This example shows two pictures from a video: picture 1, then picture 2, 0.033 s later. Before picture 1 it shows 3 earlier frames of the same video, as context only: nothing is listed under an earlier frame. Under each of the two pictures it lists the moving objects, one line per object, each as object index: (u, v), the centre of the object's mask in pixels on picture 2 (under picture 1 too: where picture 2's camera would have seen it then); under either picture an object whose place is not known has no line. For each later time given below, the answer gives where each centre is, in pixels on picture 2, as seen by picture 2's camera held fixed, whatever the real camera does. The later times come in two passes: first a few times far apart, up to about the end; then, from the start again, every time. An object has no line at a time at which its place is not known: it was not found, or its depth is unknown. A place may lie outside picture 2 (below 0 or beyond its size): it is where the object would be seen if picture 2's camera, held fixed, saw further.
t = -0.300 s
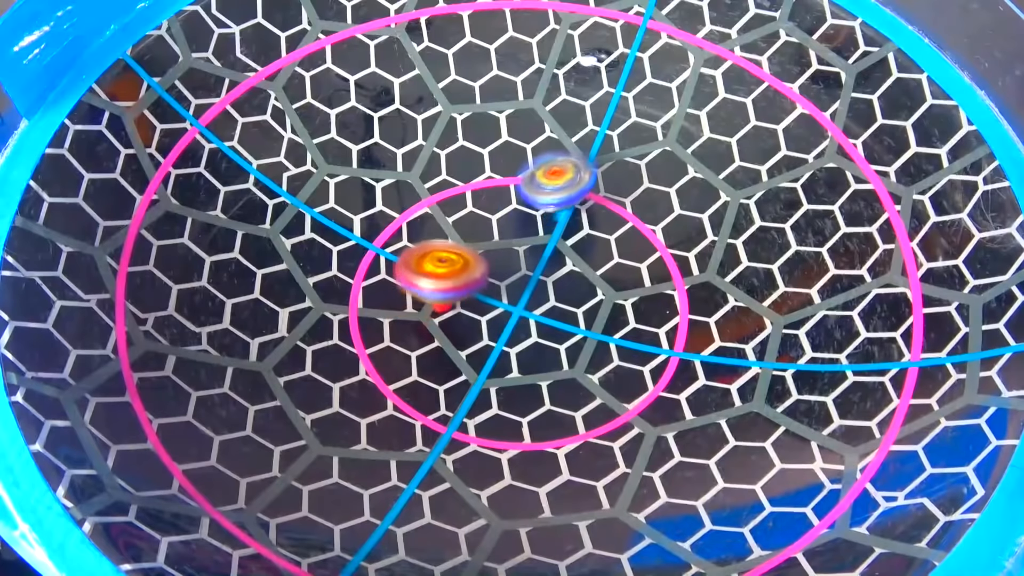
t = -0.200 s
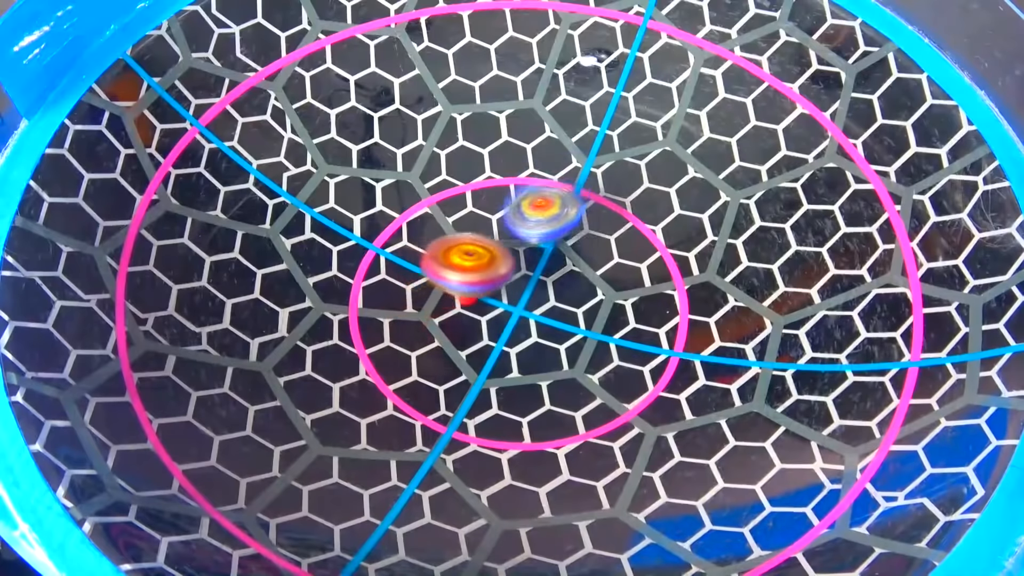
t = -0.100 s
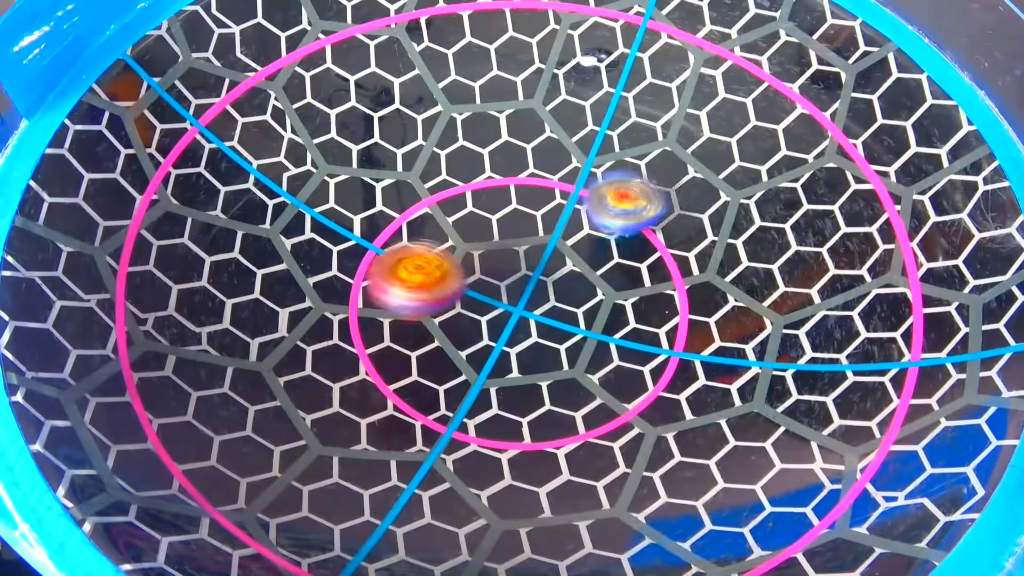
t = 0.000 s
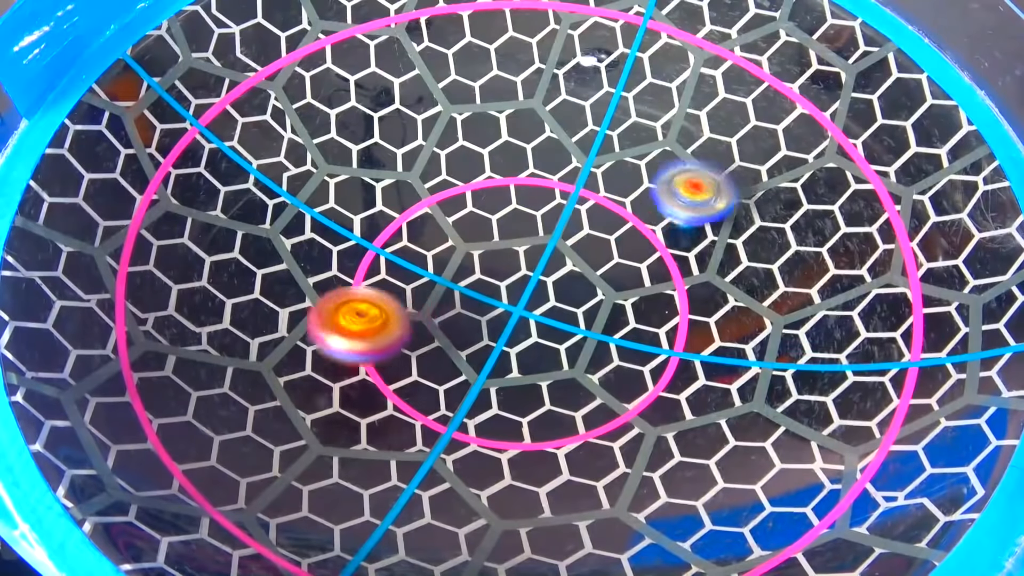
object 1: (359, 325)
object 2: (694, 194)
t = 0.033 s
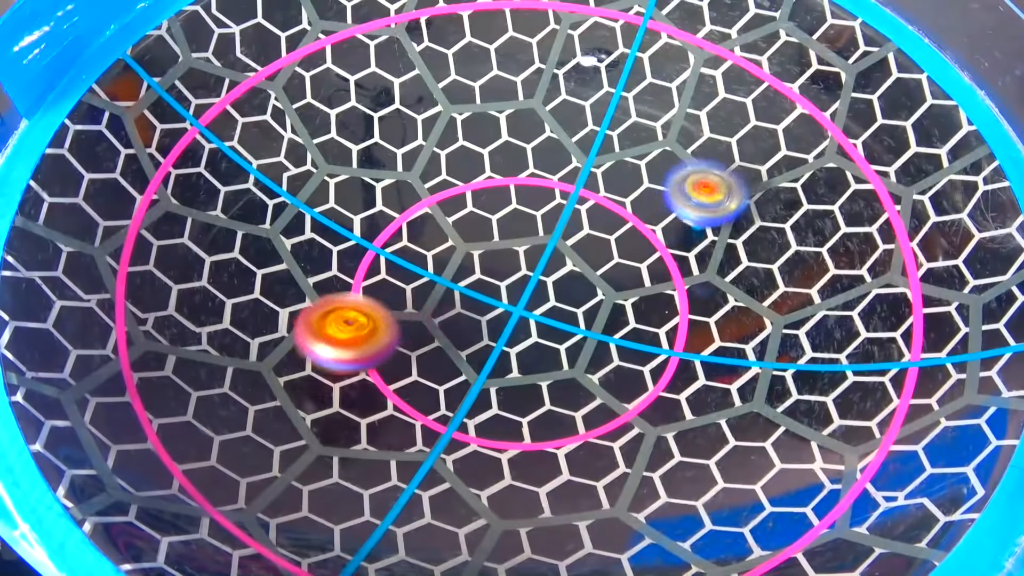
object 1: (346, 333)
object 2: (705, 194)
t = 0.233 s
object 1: (363, 373)
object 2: (653, 237)
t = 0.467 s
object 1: (468, 330)
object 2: (534, 241)
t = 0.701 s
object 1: (414, 258)
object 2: (564, 134)
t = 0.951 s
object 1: (378, 178)
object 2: (540, 196)
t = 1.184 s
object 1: (184, 175)
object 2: (874, 290)
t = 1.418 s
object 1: (415, 356)
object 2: (738, 359)
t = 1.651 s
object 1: (504, 276)
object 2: (672, 327)
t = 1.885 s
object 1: (463, 130)
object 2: (550, 264)
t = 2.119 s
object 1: (447, 134)
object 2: (356, 237)
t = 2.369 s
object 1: (512, 276)
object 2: (365, 312)
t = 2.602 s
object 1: (620, 349)
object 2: (534, 326)
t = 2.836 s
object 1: (644, 333)
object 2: (619, 251)
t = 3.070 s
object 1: (543, 287)
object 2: (607, 210)
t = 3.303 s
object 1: (408, 291)
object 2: (562, 215)
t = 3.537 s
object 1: (428, 313)
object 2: (465, 234)
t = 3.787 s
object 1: (544, 329)
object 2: (409, 262)
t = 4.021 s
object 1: (560, 342)
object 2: (476, 299)
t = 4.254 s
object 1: (635, 423)
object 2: (520, 216)
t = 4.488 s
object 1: (621, 304)
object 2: (564, 202)
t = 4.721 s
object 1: (415, 278)
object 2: (588, 154)
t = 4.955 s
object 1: (328, 319)
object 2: (564, 230)
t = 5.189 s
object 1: (415, 366)
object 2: (489, 319)
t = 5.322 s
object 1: (461, 343)
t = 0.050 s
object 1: (341, 337)
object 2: (708, 195)
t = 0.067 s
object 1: (337, 340)
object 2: (710, 197)
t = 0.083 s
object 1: (335, 344)
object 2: (711, 199)
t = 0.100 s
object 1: (332, 347)
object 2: (710, 202)
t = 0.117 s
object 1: (333, 351)
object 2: (708, 207)
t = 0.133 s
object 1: (332, 354)
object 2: (704, 210)
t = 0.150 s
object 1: (335, 358)
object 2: (700, 214)
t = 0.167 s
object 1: (338, 361)
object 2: (693, 217)
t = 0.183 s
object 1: (342, 365)
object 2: (686, 222)
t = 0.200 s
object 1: (348, 368)
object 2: (674, 227)
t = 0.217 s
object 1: (354, 370)
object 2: (664, 233)
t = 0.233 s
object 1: (363, 373)
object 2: (653, 237)
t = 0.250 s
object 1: (371, 374)
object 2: (641, 241)
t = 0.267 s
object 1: (382, 375)
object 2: (628, 245)
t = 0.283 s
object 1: (393, 375)
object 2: (617, 248)
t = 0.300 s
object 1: (402, 374)
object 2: (605, 251)
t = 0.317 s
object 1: (413, 371)
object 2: (594, 253)
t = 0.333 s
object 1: (422, 368)
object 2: (583, 255)
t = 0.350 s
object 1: (432, 364)
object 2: (572, 257)
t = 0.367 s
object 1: (442, 359)
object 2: (560, 258)
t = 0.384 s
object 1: (452, 352)
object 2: (549, 260)
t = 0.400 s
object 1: (460, 345)
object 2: (538, 262)
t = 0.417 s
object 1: (470, 337)
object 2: (527, 262)
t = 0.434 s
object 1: (476, 330)
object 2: (522, 262)
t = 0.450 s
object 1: (473, 328)
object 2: (526, 252)
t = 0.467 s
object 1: (468, 330)
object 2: (534, 241)
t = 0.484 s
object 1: (462, 330)
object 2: (542, 226)
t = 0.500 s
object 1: (457, 328)
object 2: (548, 217)
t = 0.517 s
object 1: (453, 326)
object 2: (554, 204)
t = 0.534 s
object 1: (448, 323)
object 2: (558, 191)
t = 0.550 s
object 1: (444, 319)
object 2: (562, 182)
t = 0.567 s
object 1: (440, 314)
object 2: (565, 173)
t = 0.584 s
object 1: (437, 308)
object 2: (568, 164)
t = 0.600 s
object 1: (433, 302)
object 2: (571, 156)
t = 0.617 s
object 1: (429, 295)
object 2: (570, 149)
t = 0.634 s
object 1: (426, 287)
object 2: (570, 144)
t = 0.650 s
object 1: (422, 280)
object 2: (570, 139)
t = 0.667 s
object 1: (419, 273)
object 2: (569, 138)
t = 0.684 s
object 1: (417, 265)
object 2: (566, 134)
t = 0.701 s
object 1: (414, 258)
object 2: (564, 134)
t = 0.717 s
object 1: (412, 251)
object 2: (561, 133)
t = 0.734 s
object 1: (410, 244)
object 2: (558, 133)
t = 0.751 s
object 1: (409, 236)
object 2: (555, 134)
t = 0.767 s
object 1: (407, 230)
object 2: (550, 137)
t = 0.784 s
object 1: (406, 223)
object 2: (545, 139)
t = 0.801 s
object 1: (405, 218)
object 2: (540, 141)
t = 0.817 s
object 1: (405, 214)
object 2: (535, 144)
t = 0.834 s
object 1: (405, 208)
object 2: (530, 148)
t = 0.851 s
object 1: (405, 204)
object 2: (523, 153)
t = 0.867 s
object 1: (406, 201)
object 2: (516, 158)
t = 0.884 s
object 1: (407, 197)
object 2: (510, 164)
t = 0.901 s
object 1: (409, 195)
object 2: (504, 170)
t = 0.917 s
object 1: (410, 192)
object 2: (498, 175)
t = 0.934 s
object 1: (400, 188)
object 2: (509, 185)
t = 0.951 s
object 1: (378, 178)
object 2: (540, 196)
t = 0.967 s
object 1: (355, 172)
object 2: (573, 209)
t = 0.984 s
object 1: (333, 167)
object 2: (603, 218)
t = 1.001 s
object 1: (312, 161)
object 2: (632, 224)
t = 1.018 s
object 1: (293, 155)
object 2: (662, 234)
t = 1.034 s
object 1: (274, 151)
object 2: (688, 241)
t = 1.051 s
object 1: (256, 147)
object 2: (717, 248)
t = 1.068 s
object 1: (241, 146)
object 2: (741, 254)
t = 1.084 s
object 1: (227, 145)
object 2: (765, 261)
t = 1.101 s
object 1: (214, 146)
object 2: (790, 266)
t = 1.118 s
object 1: (204, 148)
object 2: (812, 270)
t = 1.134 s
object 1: (196, 153)
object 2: (832, 278)
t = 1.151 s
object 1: (189, 158)
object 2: (848, 280)
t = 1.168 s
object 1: (185, 166)
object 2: (861, 284)
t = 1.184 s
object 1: (184, 175)
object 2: (874, 290)
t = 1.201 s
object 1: (186, 187)
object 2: (881, 295)
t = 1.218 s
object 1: (189, 199)
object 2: (887, 298)
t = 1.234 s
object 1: (194, 213)
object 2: (889, 303)
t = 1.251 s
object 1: (202, 227)
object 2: (890, 311)
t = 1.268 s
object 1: (213, 242)
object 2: (886, 315)
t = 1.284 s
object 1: (227, 259)
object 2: (880, 319)
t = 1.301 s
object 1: (242, 276)
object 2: (872, 326)
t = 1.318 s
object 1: (261, 292)
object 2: (860, 334)
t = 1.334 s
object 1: (280, 306)
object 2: (844, 338)
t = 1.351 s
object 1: (303, 319)
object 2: (826, 343)
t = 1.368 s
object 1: (328, 331)
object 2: (809, 351)
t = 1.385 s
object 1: (359, 342)
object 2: (786, 354)
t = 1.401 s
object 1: (386, 351)
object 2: (764, 356)
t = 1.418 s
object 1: (415, 356)
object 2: (738, 359)
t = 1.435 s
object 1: (443, 360)
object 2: (716, 365)
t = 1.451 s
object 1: (474, 363)
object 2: (684, 359)
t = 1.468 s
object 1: (502, 362)
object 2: (659, 357)
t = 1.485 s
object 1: (531, 361)
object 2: (632, 355)
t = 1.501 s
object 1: (548, 353)
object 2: (627, 357)
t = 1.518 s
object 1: (544, 339)
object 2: (633, 351)
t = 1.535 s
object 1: (539, 326)
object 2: (641, 347)
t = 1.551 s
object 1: (533, 317)
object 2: (649, 343)
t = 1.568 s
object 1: (527, 311)
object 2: (657, 345)
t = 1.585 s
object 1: (521, 307)
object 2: (664, 345)
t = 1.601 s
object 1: (516, 306)
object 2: (667, 338)
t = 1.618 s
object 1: (512, 296)
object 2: (670, 330)
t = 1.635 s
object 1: (508, 285)
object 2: (671, 328)
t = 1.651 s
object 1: (504, 276)
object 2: (672, 327)
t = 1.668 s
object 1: (500, 265)
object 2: (672, 324)
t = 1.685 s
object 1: (497, 254)
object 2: (667, 320)
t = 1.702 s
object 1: (495, 242)
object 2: (663, 316)
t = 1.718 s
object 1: (492, 230)
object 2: (657, 313)
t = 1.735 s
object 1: (489, 220)
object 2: (650, 308)
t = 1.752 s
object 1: (486, 206)
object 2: (643, 303)
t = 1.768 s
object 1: (482, 195)
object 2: (632, 298)
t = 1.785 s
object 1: (480, 184)
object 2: (623, 294)
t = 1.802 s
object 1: (477, 173)
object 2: (612, 290)
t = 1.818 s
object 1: (474, 164)
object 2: (601, 284)
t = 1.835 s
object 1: (471, 153)
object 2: (590, 281)
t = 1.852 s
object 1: (468, 144)
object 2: (577, 276)
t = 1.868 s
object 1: (465, 137)
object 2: (563, 271)
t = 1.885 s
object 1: (463, 130)
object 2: (550, 264)
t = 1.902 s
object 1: (460, 124)
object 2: (533, 258)
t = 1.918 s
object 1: (458, 119)
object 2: (518, 255)
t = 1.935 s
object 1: (456, 114)
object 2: (505, 255)
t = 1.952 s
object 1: (454, 111)
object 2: (491, 249)
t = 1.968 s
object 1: (452, 109)
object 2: (476, 244)
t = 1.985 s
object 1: (450, 108)
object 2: (458, 239)
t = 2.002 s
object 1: (449, 108)
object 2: (444, 238)
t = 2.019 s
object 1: (448, 109)
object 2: (430, 240)
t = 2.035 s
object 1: (447, 110)
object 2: (416, 240)
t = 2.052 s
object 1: (447, 113)
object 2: (403, 237)
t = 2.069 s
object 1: (447, 117)
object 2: (392, 234)
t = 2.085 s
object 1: (446, 122)
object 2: (378, 232)
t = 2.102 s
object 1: (447, 128)
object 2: (367, 234)
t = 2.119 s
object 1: (447, 134)
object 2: (356, 237)
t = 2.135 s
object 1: (448, 141)
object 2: (349, 238)
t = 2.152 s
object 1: (450, 148)
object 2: (340, 240)
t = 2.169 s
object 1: (451, 157)
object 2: (334, 241)
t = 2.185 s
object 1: (454, 166)
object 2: (330, 244)
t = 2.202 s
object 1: (456, 175)
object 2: (325, 250)
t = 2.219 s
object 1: (460, 185)
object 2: (323, 253)
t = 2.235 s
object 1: (463, 195)
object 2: (321, 258)
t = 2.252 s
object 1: (468, 205)
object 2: (323, 267)
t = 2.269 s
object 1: (473, 216)
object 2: (324, 268)
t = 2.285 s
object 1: (478, 227)
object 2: (329, 274)
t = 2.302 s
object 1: (484, 236)
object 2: (335, 283)
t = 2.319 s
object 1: (491, 247)
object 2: (340, 292)
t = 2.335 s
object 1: (497, 255)
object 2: (349, 300)
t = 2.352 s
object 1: (504, 266)
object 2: (356, 305)
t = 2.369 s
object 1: (512, 276)
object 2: (365, 312)
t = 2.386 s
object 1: (520, 286)
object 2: (374, 315)
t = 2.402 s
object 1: (528, 293)
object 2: (384, 318)
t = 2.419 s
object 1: (536, 303)
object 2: (393, 324)
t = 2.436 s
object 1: (545, 312)
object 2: (403, 327)
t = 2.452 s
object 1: (554, 317)
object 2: (416, 328)
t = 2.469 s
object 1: (562, 325)
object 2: (427, 333)
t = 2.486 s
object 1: (571, 333)
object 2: (440, 333)
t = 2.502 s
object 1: (579, 334)
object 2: (455, 332)
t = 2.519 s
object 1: (587, 338)
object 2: (466, 333)
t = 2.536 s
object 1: (595, 344)
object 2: (479, 333)
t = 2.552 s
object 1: (602, 351)
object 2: (494, 331)
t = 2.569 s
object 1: (608, 349)
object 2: (505, 328)
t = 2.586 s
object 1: (615, 348)
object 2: (519, 328)
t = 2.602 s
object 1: (620, 349)
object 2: (534, 326)
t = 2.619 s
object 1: (625, 354)
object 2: (546, 319)
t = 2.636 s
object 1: (629, 359)
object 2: (555, 315)
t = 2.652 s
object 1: (634, 355)
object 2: (565, 311)
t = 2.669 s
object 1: (639, 350)
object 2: (573, 306)
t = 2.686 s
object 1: (643, 349)
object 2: (580, 299)
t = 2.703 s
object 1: (646, 350)
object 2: (588, 292)
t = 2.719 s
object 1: (648, 354)
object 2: (597, 288)
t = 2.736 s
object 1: (650, 358)
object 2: (603, 284)
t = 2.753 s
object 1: (650, 355)
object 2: (606, 278)
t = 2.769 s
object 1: (651, 351)
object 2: (610, 271)
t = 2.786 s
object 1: (650, 350)
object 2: (614, 268)
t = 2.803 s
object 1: (649, 346)
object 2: (615, 263)
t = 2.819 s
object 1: (647, 339)
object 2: (617, 255)
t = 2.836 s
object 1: (644, 333)
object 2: (619, 251)
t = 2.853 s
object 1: (642, 332)
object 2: (620, 248)
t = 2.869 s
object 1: (639, 331)
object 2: (619, 244)
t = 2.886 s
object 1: (634, 324)
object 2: (620, 238)
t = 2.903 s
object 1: (629, 319)
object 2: (619, 237)
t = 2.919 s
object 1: (623, 316)
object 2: (617, 233)
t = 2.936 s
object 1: (618, 311)
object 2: (616, 229)
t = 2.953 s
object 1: (612, 306)
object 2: (615, 228)
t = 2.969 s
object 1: (605, 301)
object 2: (610, 224)
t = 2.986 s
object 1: (600, 296)
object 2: (608, 222)
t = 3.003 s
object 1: (593, 290)
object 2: (607, 220)
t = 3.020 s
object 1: (583, 287)
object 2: (605, 219)
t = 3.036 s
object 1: (571, 285)
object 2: (605, 219)
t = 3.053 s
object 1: (557, 286)
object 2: (605, 216)
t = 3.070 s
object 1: (543, 287)
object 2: (607, 210)
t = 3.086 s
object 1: (531, 288)
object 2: (608, 205)
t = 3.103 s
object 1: (518, 288)
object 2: (607, 205)
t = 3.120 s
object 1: (506, 289)
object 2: (608, 203)
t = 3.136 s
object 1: (494, 289)
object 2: (609, 201)
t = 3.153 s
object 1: (482, 289)
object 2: (606, 199)
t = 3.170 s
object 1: (471, 290)
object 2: (604, 198)
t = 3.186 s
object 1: (461, 290)
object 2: (601, 201)
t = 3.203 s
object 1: (450, 290)
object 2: (597, 204)
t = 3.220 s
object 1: (441, 289)
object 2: (592, 204)
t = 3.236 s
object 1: (433, 289)
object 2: (587, 205)
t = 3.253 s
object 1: (424, 292)
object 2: (581, 207)
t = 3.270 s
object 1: (419, 290)
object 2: (575, 211)
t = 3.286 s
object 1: (413, 289)
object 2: (569, 214)
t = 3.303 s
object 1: (408, 291)
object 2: (562, 215)
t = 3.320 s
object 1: (404, 294)
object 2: (556, 216)
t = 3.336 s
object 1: (401, 294)
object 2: (549, 219)
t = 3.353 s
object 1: (398, 295)
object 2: (542, 223)
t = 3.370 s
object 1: (397, 295)
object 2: (534, 226)
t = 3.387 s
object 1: (396, 297)
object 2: (527, 226)
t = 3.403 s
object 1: (397, 299)
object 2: (519, 228)
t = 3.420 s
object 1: (398, 300)
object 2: (511, 230)
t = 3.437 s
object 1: (401, 301)
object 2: (506, 231)
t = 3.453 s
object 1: (403, 304)
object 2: (500, 231)
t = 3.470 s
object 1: (407, 305)
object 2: (493, 232)
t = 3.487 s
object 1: (411, 306)
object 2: (485, 232)
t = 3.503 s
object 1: (416, 308)
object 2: (477, 234)
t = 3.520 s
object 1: (421, 312)
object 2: (472, 234)
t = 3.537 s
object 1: (428, 313)
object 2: (465, 234)
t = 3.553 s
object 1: (436, 314)
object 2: (458, 234)
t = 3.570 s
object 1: (443, 317)
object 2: (452, 236)
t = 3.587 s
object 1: (451, 319)
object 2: (447, 236)
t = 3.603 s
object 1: (459, 320)
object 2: (442, 237)
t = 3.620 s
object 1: (467, 321)
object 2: (436, 239)
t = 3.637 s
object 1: (476, 322)
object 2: (431, 239)
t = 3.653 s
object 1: (484, 324)
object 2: (426, 241)
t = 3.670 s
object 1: (492, 325)
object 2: (421, 243)
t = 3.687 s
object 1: (500, 326)
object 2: (418, 245)
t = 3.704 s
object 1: (509, 327)
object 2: (415, 247)
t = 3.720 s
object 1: (517, 327)
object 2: (412, 250)
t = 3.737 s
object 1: (524, 328)
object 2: (409, 253)
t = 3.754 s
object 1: (532, 329)
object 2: (409, 256)
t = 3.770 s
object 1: (538, 329)
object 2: (409, 259)
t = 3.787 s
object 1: (544, 329)
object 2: (409, 262)
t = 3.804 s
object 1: (550, 329)
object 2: (409, 266)
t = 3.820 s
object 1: (556, 330)
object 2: (410, 270)
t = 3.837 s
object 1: (560, 330)
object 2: (413, 273)
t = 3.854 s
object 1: (564, 330)
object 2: (414, 275)
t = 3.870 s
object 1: (567, 330)
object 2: (419, 279)
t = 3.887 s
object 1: (569, 330)
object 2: (423, 282)
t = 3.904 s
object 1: (571, 331)
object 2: (426, 285)
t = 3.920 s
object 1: (572, 332)
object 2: (433, 288)
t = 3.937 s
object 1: (572, 333)
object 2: (438, 291)
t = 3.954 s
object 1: (571, 334)
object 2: (445, 294)
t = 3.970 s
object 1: (569, 335)
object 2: (452, 296)
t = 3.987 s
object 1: (566, 337)
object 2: (460, 297)
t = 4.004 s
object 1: (563, 339)
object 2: (470, 300)
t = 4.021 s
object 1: (560, 342)
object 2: (476, 299)
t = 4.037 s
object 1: (557, 347)
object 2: (483, 298)
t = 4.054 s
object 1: (560, 357)
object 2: (485, 289)
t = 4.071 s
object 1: (563, 368)
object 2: (485, 281)
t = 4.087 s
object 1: (566, 377)
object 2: (487, 273)
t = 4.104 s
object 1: (570, 387)
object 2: (491, 264)
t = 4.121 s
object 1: (575, 395)
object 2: (493, 257)
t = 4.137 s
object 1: (580, 402)
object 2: (498, 252)
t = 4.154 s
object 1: (587, 410)
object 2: (501, 245)
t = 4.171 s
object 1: (594, 415)
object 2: (503, 240)
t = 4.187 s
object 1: (601, 419)
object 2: (506, 234)
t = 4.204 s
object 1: (609, 422)
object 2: (509, 227)
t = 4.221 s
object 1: (618, 424)
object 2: (513, 223)
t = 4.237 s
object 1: (627, 424)
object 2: (516, 219)
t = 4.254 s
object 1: (635, 423)
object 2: (520, 216)
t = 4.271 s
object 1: (644, 420)
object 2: (521, 213)
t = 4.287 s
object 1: (651, 416)
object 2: (526, 210)
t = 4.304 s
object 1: (659, 410)
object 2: (527, 208)
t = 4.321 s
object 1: (664, 403)
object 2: (531, 205)
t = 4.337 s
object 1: (667, 396)
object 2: (535, 205)
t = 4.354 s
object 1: (670, 387)
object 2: (538, 202)
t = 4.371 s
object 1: (670, 379)
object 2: (542, 202)
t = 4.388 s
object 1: (669, 368)
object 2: (544, 200)
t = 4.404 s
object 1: (665, 357)
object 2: (549, 200)
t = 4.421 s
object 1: (658, 347)
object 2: (552, 199)
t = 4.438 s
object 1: (652, 336)
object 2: (556, 199)
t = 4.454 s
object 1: (643, 324)
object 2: (560, 200)
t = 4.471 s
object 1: (633, 315)
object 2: (562, 201)
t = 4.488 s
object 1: (621, 304)
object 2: (564, 202)
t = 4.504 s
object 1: (609, 295)
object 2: (566, 203)
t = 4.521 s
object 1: (598, 286)
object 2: (569, 204)
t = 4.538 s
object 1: (585, 277)
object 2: (571, 205)
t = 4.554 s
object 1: (569, 275)
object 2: (573, 200)
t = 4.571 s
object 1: (553, 275)
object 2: (578, 191)
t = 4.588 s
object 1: (537, 275)
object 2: (582, 183)
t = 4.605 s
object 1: (522, 275)
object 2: (586, 178)
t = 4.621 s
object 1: (504, 274)
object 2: (588, 172)
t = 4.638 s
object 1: (487, 275)
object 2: (589, 166)
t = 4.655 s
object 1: (473, 275)
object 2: (587, 161)
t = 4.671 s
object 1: (457, 275)
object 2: (587, 155)
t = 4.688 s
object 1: (442, 276)
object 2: (588, 153)
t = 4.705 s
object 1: (428, 277)
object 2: (589, 154)
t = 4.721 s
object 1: (415, 278)
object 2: (588, 154)
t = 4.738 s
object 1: (404, 279)
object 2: (588, 153)
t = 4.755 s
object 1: (392, 280)
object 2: (587, 156)
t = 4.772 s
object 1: (382, 283)
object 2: (587, 158)
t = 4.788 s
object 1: (372, 284)
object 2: (588, 159)
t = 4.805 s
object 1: (364, 288)
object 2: (588, 166)
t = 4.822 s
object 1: (356, 290)
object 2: (585, 171)
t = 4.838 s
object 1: (349, 293)
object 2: (581, 178)
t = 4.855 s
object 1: (343, 296)
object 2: (577, 185)
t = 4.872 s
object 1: (338, 300)
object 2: (574, 191)
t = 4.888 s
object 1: (334, 303)
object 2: (571, 196)
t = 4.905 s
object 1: (331, 307)
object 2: (569, 204)
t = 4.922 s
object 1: (329, 311)
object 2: (568, 210)
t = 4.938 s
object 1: (328, 315)
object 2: (566, 222)
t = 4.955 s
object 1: (328, 319)
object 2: (564, 230)
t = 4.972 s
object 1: (328, 323)
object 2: (561, 239)
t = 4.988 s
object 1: (329, 327)
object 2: (559, 250)
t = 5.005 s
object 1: (332, 332)
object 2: (552, 258)
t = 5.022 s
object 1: (335, 336)
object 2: (547, 266)
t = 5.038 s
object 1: (338, 340)
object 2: (542, 276)
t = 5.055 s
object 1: (343, 344)
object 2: (535, 287)
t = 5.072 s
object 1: (349, 350)
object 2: (528, 295)
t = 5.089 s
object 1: (355, 354)
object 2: (522, 299)
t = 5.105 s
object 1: (363, 358)
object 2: (516, 305)
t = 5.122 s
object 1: (371, 362)
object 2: (508, 310)
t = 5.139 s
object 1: (381, 365)
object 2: (503, 313)
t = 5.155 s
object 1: (392, 366)
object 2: (498, 317)
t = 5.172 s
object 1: (402, 366)
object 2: (492, 318)
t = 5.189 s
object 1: (415, 366)
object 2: (489, 319)
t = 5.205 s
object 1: (428, 364)
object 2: (487, 319)
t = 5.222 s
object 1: (436, 362)
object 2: (489, 317)
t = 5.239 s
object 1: (438, 362)
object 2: (495, 312)
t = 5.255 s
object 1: (443, 362)
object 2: (505, 307)
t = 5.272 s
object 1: (446, 358)
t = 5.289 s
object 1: (450, 355)
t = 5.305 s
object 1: (455, 351)
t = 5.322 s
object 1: (461, 343)
